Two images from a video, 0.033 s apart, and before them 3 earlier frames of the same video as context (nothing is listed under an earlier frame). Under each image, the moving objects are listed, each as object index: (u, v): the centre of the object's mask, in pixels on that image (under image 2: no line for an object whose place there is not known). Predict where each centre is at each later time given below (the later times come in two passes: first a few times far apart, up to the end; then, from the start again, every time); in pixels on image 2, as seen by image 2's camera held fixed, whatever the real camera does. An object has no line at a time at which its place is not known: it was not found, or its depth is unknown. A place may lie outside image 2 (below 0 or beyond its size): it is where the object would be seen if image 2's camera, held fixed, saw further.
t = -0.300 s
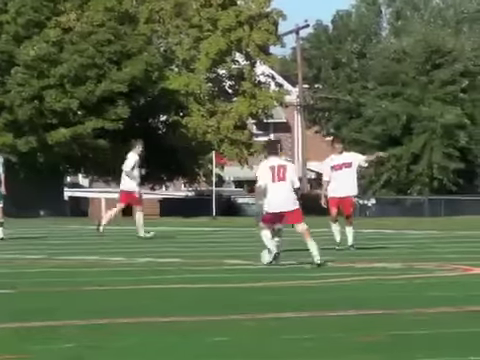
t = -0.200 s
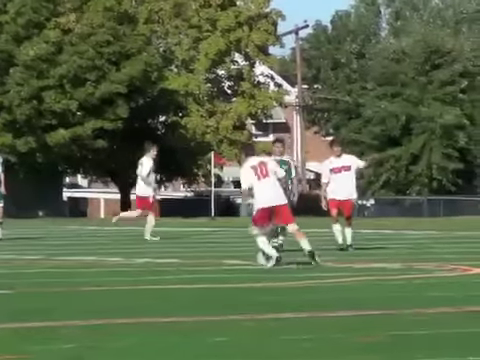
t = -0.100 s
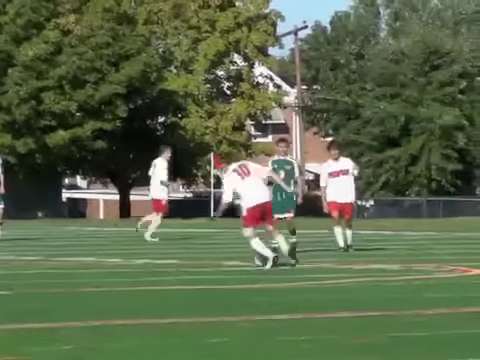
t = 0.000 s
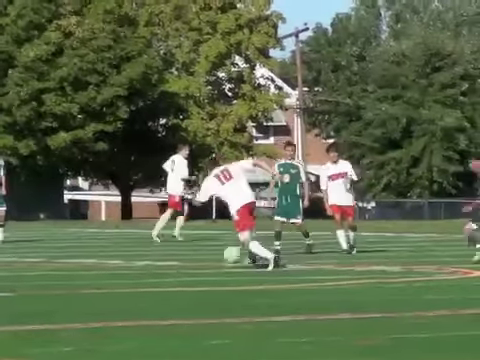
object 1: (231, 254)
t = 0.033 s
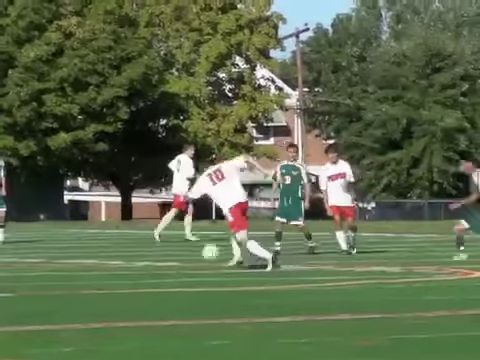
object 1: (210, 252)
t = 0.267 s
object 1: (69, 258)
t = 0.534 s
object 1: (-55, 260)
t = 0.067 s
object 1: (190, 250)
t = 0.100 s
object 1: (169, 249)
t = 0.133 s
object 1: (148, 249)
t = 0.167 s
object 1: (128, 250)
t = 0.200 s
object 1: (107, 252)
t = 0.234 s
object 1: (88, 254)
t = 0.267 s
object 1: (69, 258)
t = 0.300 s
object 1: (49, 261)
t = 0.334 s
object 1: (33, 260)
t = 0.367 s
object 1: (18, 259)
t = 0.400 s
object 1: (2, 258)
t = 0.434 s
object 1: (-13, 258)
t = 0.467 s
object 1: (-28, 259)
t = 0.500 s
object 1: (-43, 261)
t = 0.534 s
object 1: (-55, 260)
